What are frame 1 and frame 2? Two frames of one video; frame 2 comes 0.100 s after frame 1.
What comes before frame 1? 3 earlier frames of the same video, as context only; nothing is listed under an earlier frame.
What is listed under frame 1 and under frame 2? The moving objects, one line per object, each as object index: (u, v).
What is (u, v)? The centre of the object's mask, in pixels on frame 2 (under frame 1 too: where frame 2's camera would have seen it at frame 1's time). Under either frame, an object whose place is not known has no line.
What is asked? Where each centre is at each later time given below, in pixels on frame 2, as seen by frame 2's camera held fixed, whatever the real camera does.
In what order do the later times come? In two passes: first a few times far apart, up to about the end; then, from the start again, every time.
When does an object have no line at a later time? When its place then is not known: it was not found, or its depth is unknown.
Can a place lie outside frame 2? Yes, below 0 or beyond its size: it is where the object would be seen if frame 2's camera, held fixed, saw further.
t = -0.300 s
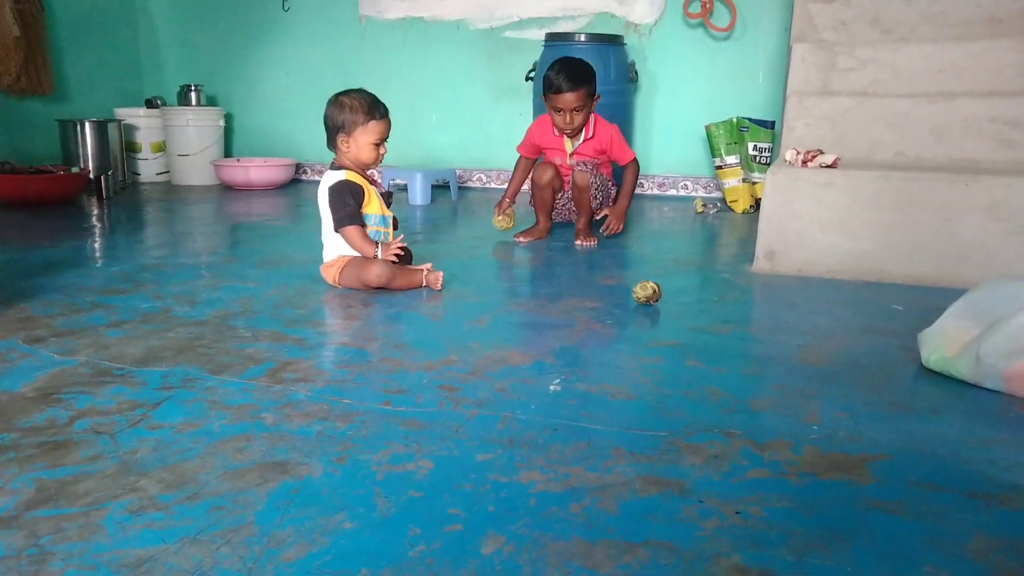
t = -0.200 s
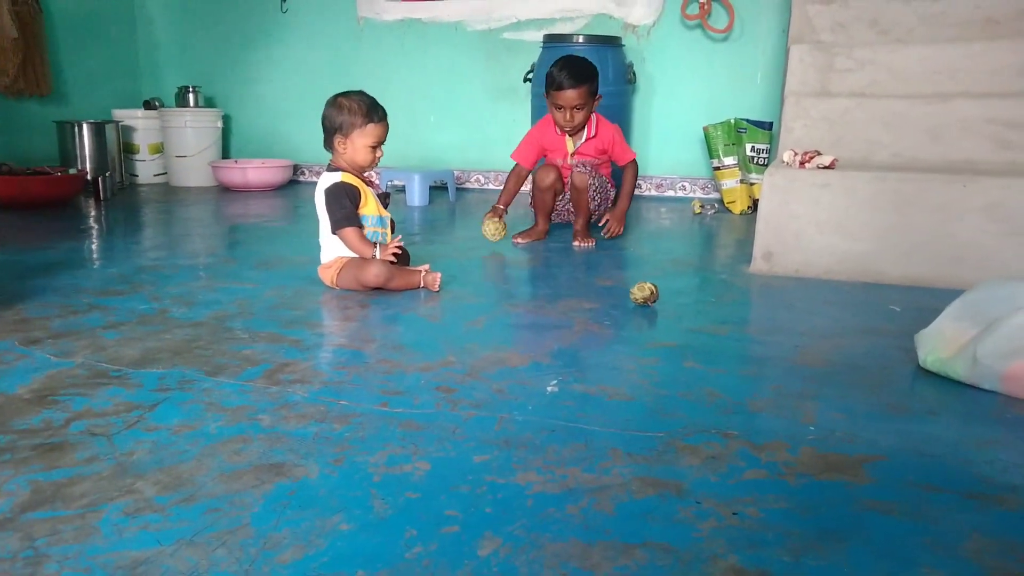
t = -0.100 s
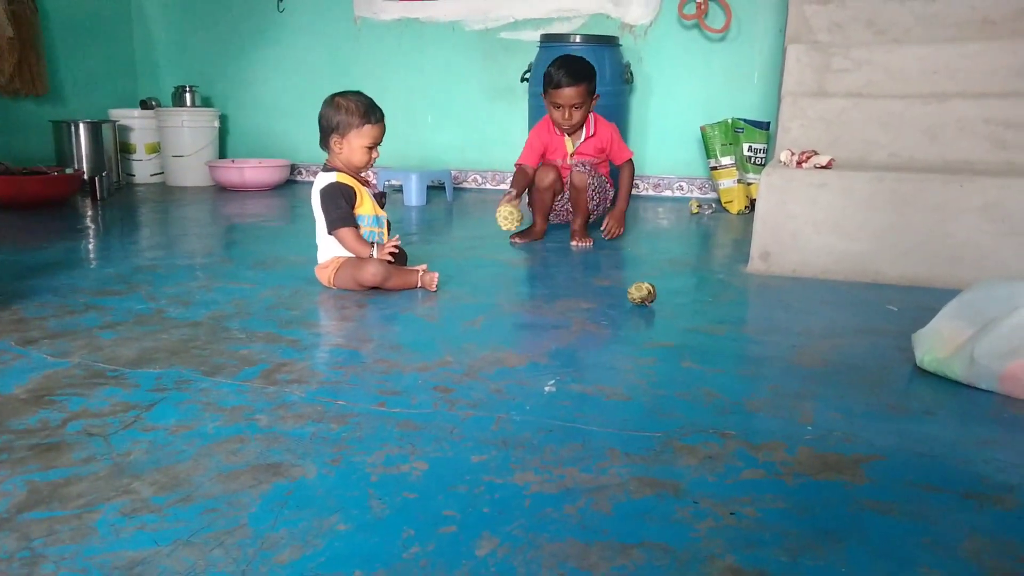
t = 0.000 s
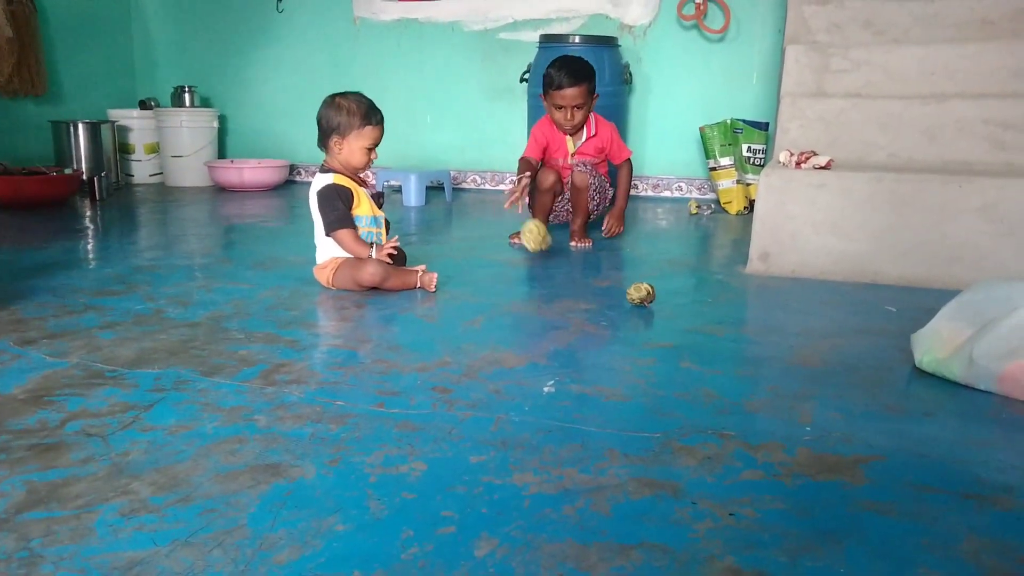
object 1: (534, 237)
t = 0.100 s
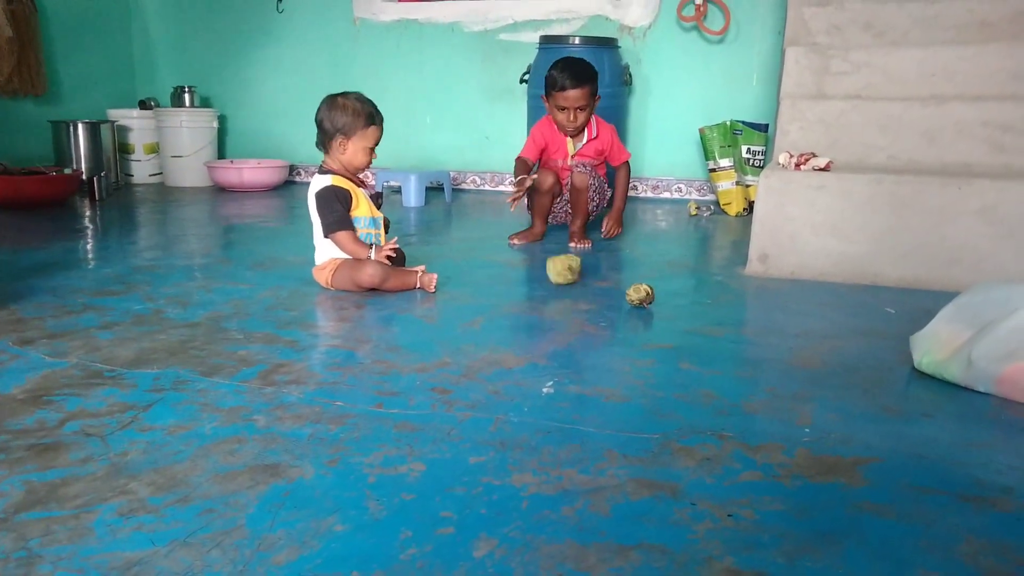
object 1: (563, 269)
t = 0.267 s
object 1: (611, 298)
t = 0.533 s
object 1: (680, 340)
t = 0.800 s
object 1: (738, 381)
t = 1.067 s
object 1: (791, 423)
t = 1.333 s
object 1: (833, 457)
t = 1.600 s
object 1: (878, 469)
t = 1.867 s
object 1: (891, 470)
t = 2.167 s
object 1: (856, 465)
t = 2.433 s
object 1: (827, 451)
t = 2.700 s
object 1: (825, 448)
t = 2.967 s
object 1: (825, 448)
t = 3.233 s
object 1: (825, 448)
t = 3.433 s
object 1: (825, 448)
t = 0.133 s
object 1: (572, 276)
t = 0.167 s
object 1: (582, 281)
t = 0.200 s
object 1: (592, 286)
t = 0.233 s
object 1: (601, 295)
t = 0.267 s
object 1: (611, 298)
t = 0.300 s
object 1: (622, 307)
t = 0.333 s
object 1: (631, 313)
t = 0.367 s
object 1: (640, 317)
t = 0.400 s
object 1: (649, 323)
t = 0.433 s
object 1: (657, 328)
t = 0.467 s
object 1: (664, 328)
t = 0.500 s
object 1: (671, 333)
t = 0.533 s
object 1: (680, 340)
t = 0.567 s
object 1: (687, 343)
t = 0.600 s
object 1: (694, 350)
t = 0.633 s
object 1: (700, 355)
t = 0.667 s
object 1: (706, 359)
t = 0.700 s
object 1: (713, 363)
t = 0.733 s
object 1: (721, 371)
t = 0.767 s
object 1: (729, 378)
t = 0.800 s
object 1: (738, 381)
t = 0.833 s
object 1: (747, 383)
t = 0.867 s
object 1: (756, 389)
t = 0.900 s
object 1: (766, 395)
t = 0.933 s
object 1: (774, 399)
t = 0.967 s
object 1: (780, 405)
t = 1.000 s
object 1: (785, 412)
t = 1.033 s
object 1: (788, 417)
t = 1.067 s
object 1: (791, 423)
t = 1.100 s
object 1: (797, 426)
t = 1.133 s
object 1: (803, 431)
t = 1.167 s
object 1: (807, 435)
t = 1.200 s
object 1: (810, 439)
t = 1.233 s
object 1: (813, 446)
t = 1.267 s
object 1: (819, 449)
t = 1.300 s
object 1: (826, 453)
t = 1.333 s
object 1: (833, 457)
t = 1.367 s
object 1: (841, 459)
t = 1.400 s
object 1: (847, 461)
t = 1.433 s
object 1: (852, 464)
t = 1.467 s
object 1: (857, 466)
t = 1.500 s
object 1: (862, 467)
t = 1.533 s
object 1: (868, 469)
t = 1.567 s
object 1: (873, 469)
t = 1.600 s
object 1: (878, 469)
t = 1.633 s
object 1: (883, 469)
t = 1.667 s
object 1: (887, 469)
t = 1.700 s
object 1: (890, 469)
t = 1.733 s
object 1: (892, 470)
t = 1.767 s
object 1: (894, 470)
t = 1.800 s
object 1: (895, 470)
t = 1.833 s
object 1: (893, 470)
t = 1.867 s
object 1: (891, 470)
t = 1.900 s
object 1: (888, 470)
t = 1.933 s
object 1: (884, 470)
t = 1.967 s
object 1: (879, 470)
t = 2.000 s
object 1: (875, 469)
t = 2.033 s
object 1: (871, 468)
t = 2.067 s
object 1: (867, 468)
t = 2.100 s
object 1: (863, 466)
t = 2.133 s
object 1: (860, 465)
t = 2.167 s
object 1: (856, 465)
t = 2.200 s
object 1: (853, 464)
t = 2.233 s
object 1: (850, 462)
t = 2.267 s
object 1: (847, 461)
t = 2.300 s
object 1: (843, 458)
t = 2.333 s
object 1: (840, 457)
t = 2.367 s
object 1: (836, 455)
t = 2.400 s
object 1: (832, 453)
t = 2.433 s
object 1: (827, 451)
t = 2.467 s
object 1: (825, 449)
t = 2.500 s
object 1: (824, 448)
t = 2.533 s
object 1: (823, 447)
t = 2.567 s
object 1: (824, 447)
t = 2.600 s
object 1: (824, 448)
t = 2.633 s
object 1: (825, 448)
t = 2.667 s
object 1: (825, 448)
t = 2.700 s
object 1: (825, 448)
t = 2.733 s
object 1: (825, 448)
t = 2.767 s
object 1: (825, 448)
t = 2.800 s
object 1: (825, 448)
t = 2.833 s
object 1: (825, 448)
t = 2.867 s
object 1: (825, 448)
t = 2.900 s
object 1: (825, 448)
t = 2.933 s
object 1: (825, 448)
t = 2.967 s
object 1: (825, 448)
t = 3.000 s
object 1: (825, 448)
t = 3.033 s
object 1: (825, 448)
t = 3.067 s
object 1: (825, 448)
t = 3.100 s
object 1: (825, 448)
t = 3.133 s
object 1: (825, 448)
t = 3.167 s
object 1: (825, 448)
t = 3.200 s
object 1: (825, 448)
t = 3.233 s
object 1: (825, 448)
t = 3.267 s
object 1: (825, 448)
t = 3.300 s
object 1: (825, 448)
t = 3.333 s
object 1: (825, 448)
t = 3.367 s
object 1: (825, 448)
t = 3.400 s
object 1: (825, 448)
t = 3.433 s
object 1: (825, 448)
